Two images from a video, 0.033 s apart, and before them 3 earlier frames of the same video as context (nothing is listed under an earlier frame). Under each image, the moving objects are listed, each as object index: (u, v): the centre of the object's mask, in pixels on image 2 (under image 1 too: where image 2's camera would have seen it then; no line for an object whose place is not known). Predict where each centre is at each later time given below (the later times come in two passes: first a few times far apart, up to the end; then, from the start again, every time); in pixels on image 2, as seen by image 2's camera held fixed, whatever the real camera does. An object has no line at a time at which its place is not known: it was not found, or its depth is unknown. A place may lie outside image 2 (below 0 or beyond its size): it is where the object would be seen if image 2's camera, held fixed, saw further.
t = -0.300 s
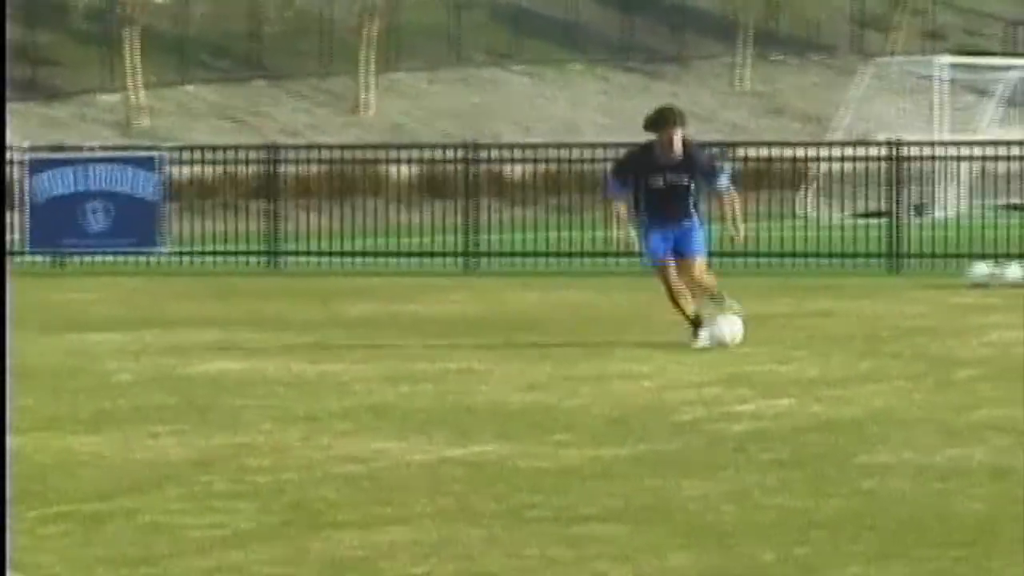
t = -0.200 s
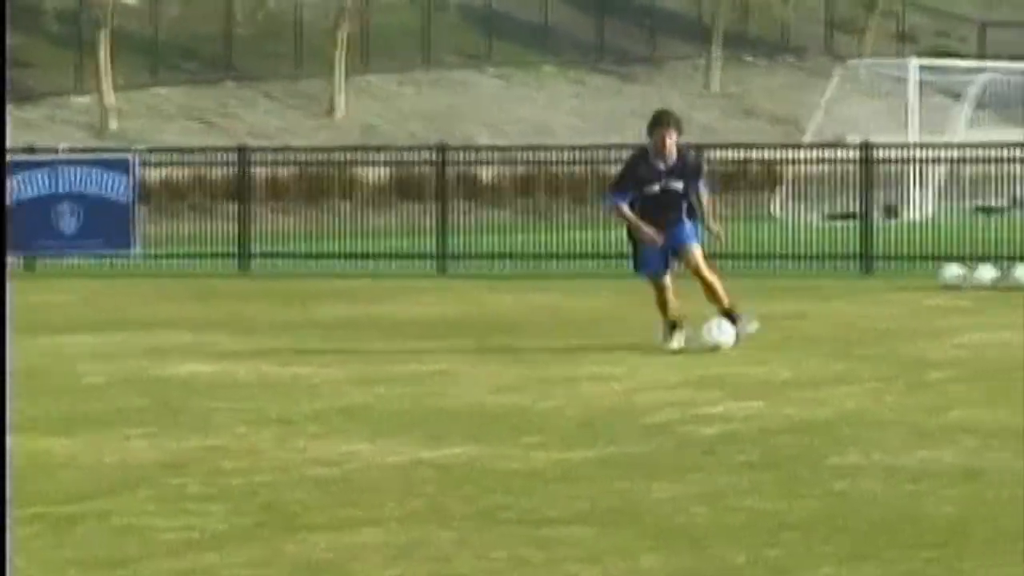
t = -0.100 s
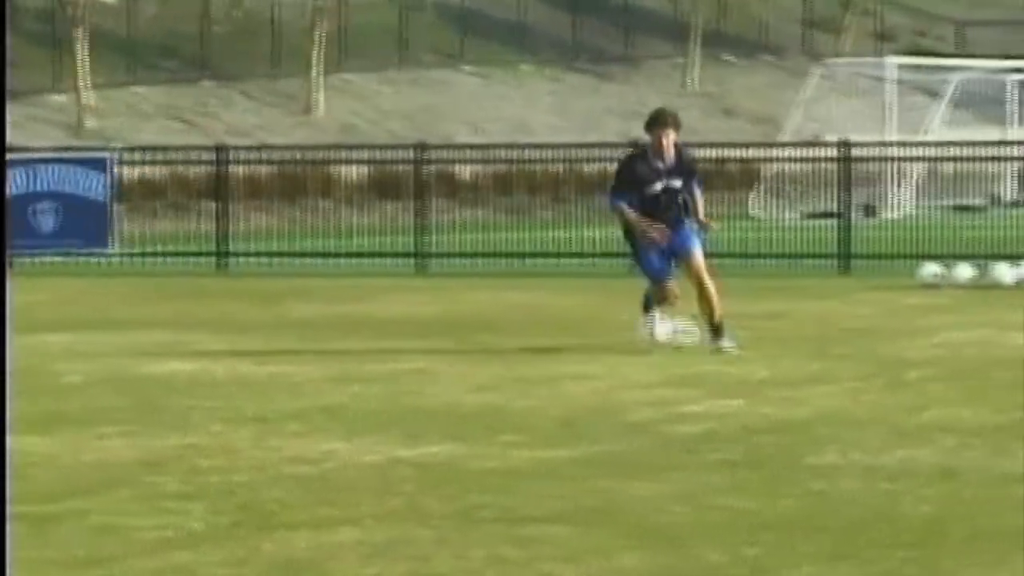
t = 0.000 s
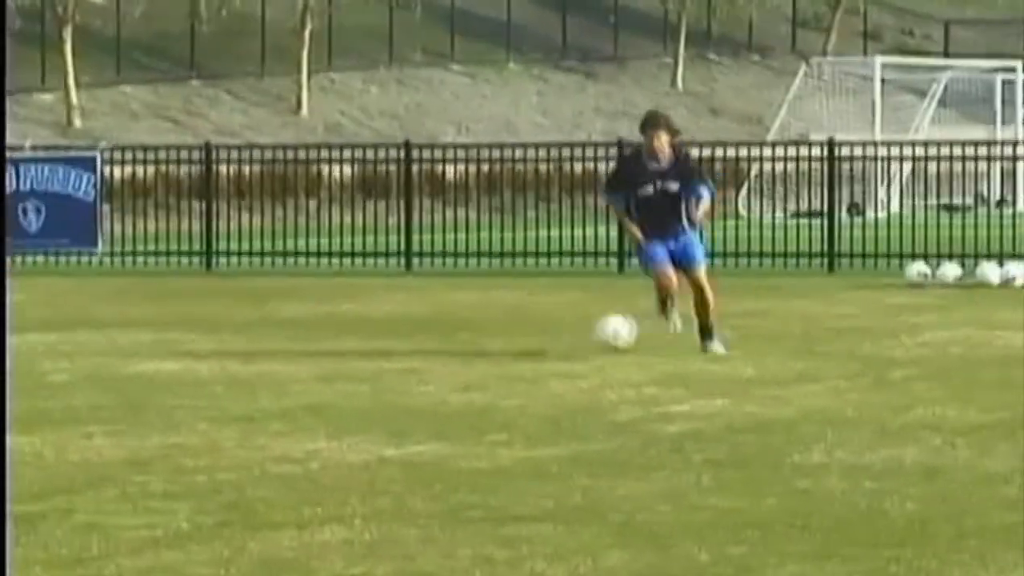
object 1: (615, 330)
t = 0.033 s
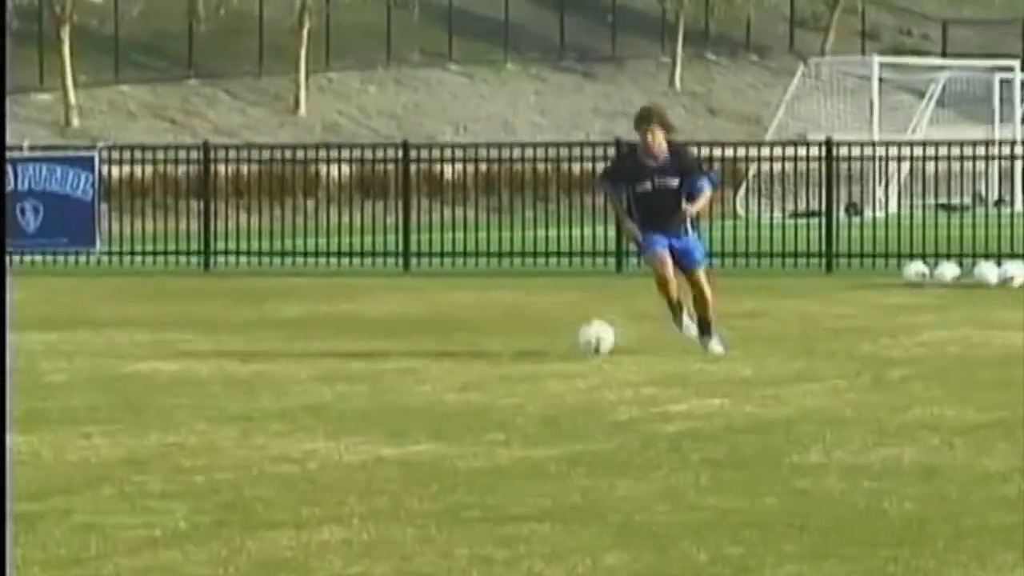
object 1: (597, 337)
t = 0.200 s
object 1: (540, 343)
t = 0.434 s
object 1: (470, 355)
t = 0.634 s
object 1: (424, 364)
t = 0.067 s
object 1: (583, 342)
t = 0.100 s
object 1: (575, 343)
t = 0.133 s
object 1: (565, 341)
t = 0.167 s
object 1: (554, 341)
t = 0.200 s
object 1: (540, 343)
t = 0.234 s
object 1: (526, 350)
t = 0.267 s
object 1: (517, 349)
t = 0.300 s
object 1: (510, 348)
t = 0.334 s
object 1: (500, 349)
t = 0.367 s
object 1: (492, 352)
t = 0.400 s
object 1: (480, 357)
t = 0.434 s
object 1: (470, 355)
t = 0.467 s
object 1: (464, 356)
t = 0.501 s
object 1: (456, 356)
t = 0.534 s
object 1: (452, 360)
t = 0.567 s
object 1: (444, 364)
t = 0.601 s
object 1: (433, 363)
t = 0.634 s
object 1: (424, 364)
